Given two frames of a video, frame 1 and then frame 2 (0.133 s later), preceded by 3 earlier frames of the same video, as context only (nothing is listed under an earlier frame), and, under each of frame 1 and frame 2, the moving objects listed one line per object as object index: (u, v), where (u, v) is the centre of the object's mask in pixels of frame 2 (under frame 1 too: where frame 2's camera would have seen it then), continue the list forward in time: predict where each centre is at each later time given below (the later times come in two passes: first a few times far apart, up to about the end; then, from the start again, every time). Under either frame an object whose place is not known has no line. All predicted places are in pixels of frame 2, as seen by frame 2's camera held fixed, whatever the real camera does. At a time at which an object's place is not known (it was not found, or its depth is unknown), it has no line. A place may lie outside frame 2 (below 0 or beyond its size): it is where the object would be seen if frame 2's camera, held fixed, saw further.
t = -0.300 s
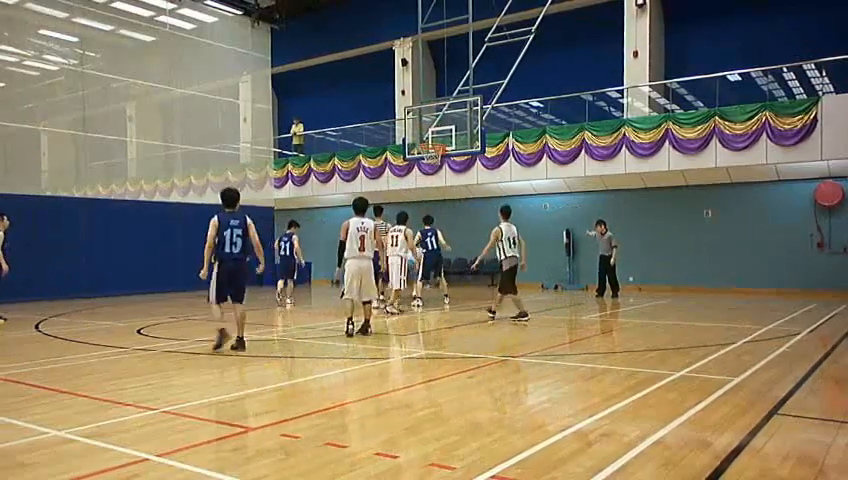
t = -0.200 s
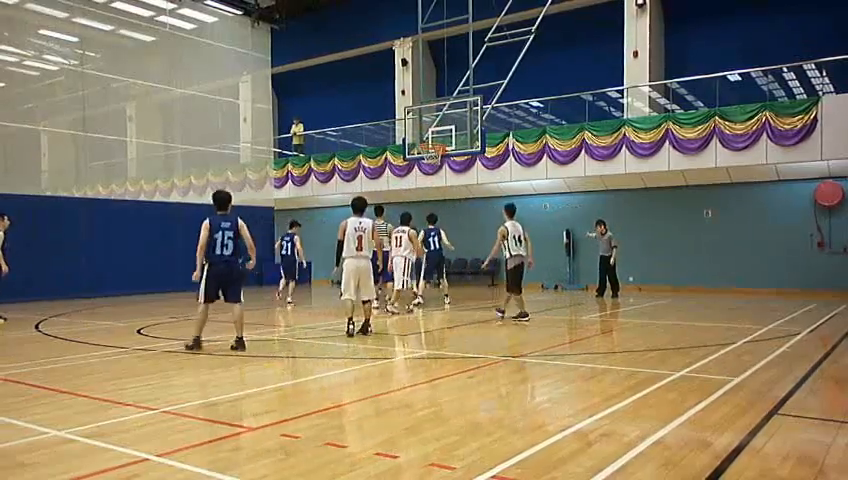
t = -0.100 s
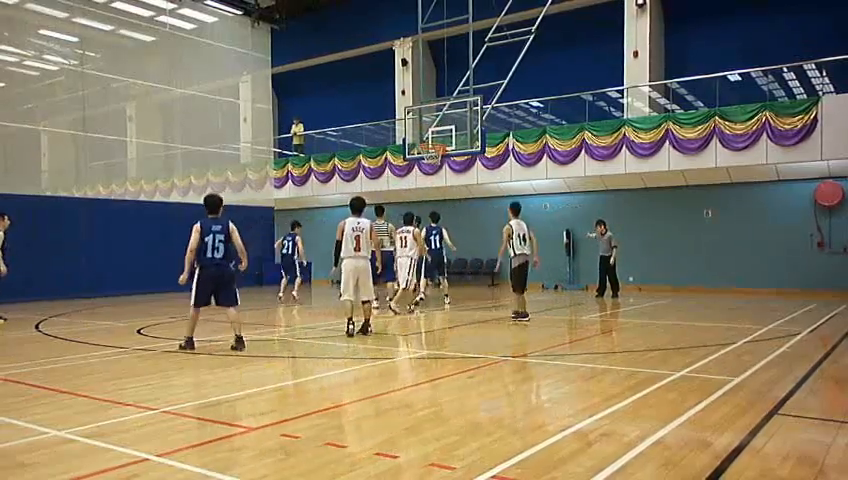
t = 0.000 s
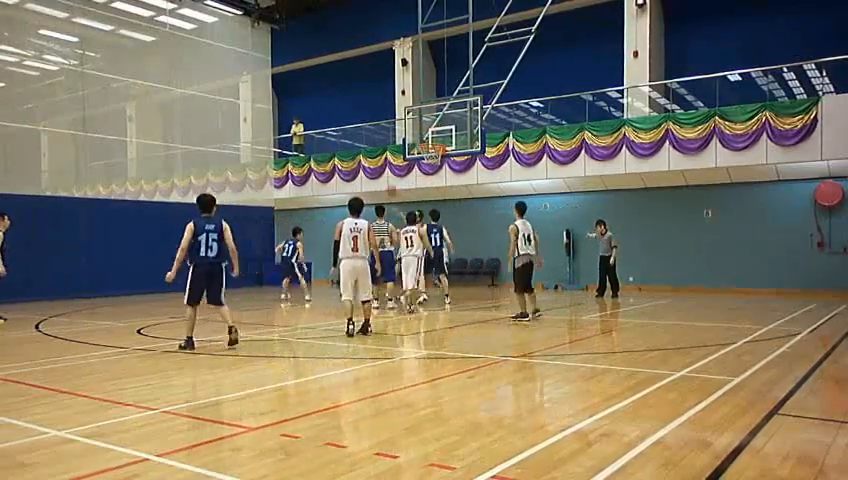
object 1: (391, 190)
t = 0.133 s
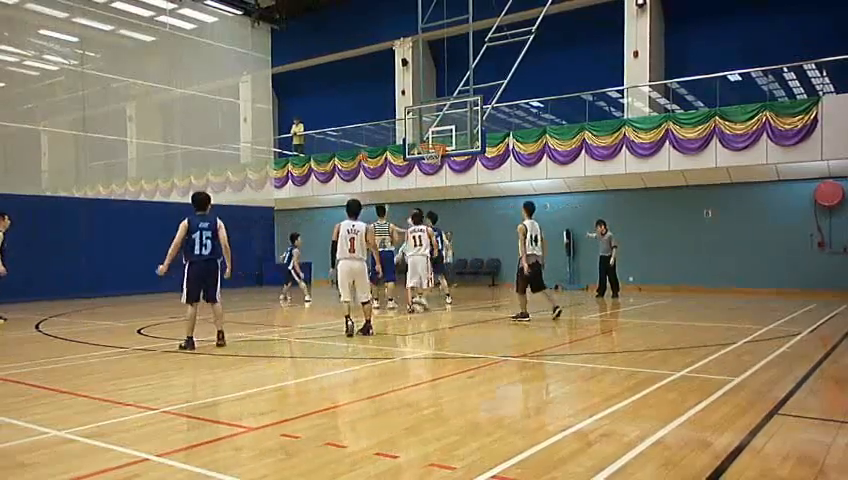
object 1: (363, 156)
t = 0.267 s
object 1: (331, 126)
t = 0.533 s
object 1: (261, 88)
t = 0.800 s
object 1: (172, 79)
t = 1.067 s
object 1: (53, 120)
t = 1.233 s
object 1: (-44, 184)
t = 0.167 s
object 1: (355, 149)
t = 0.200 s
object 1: (348, 141)
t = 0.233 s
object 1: (340, 134)
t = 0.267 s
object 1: (331, 126)
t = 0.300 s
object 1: (323, 120)
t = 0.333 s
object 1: (315, 115)
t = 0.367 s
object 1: (307, 109)
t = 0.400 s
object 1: (298, 104)
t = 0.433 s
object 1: (289, 99)
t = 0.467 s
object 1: (280, 95)
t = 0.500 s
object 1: (271, 90)
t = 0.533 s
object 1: (261, 88)
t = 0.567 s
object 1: (252, 84)
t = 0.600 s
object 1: (241, 82)
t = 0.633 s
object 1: (230, 80)
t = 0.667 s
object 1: (219, 79)
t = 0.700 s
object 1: (209, 78)
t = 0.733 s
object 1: (196, 78)
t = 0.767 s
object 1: (184, 78)
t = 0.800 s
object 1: (172, 79)
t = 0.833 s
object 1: (159, 81)
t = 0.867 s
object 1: (145, 84)
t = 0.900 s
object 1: (131, 88)
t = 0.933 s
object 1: (117, 92)
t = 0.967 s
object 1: (101, 97)
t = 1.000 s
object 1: (86, 104)
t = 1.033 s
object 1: (70, 111)
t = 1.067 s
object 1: (53, 120)
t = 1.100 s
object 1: (35, 129)
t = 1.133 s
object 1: (17, 141)
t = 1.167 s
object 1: (-2, 154)
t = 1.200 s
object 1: (-22, 168)
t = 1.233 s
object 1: (-44, 184)
